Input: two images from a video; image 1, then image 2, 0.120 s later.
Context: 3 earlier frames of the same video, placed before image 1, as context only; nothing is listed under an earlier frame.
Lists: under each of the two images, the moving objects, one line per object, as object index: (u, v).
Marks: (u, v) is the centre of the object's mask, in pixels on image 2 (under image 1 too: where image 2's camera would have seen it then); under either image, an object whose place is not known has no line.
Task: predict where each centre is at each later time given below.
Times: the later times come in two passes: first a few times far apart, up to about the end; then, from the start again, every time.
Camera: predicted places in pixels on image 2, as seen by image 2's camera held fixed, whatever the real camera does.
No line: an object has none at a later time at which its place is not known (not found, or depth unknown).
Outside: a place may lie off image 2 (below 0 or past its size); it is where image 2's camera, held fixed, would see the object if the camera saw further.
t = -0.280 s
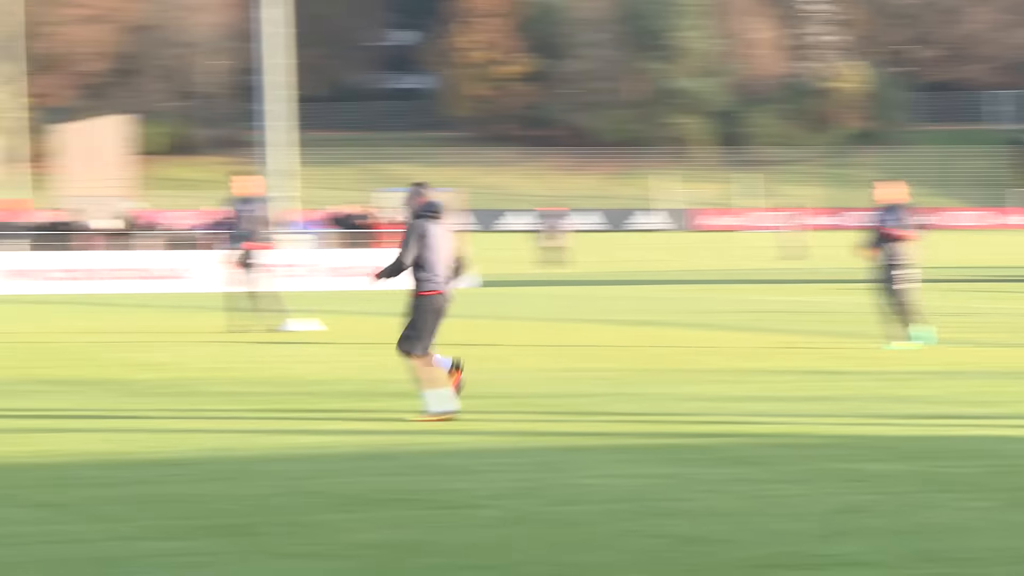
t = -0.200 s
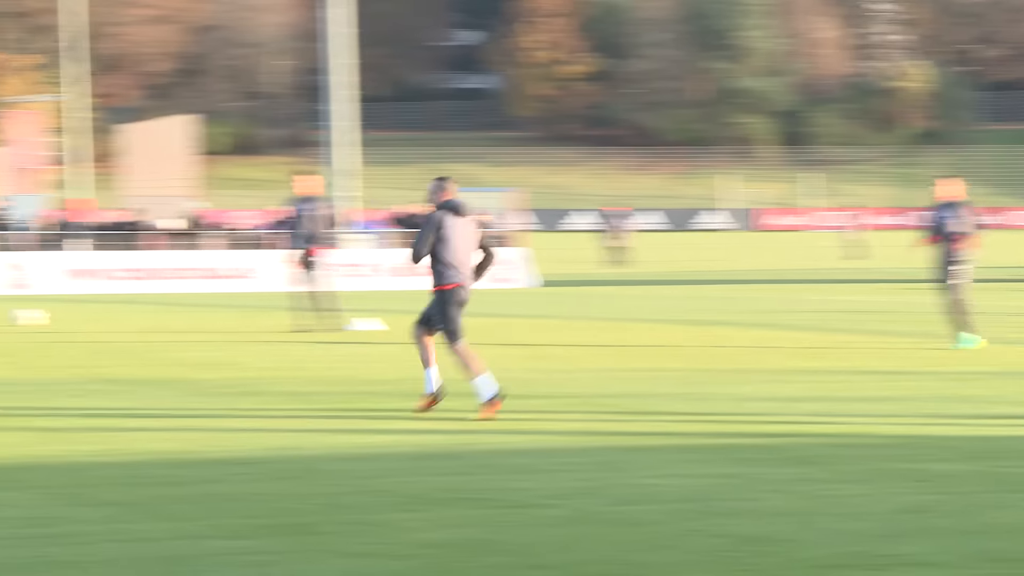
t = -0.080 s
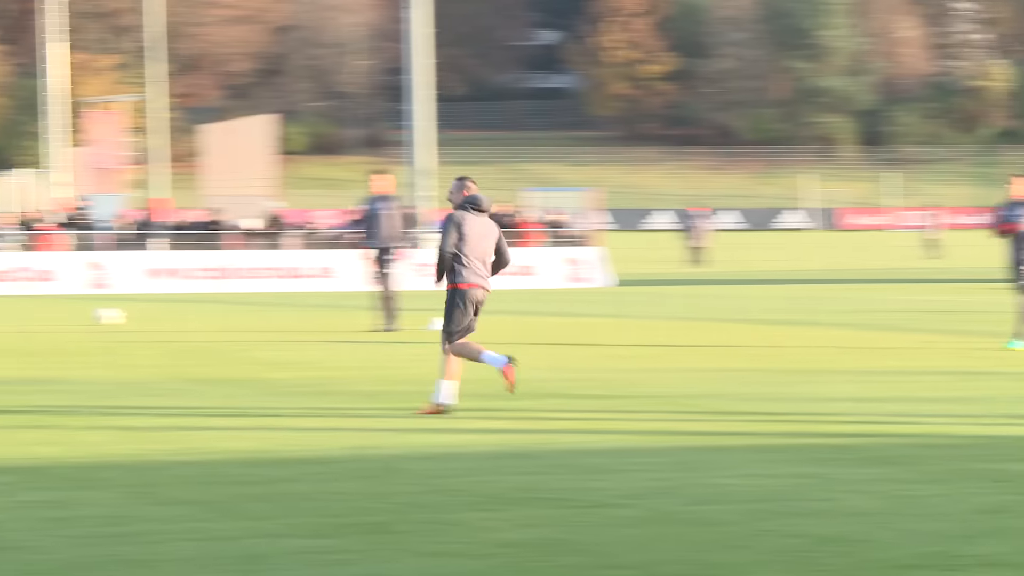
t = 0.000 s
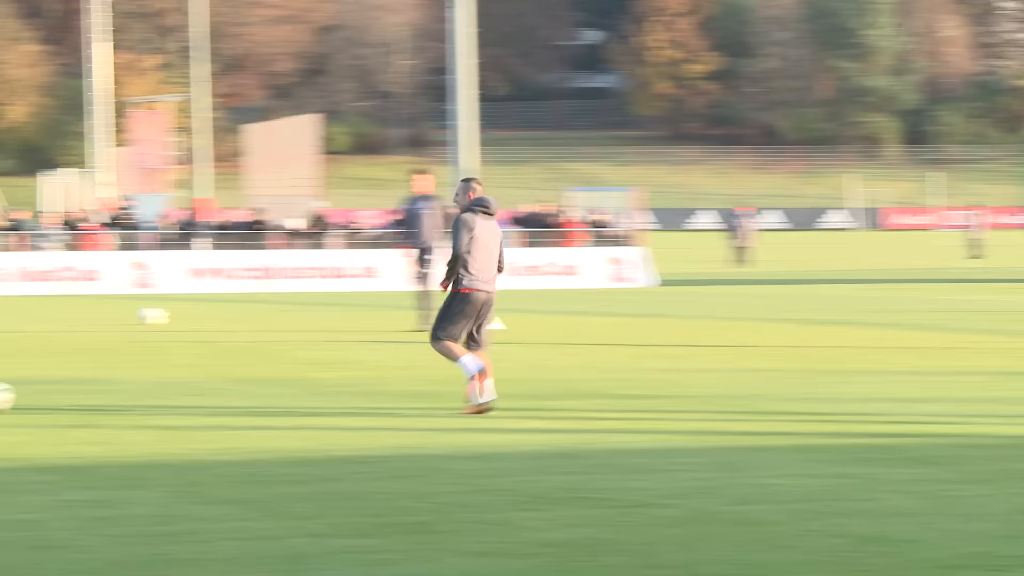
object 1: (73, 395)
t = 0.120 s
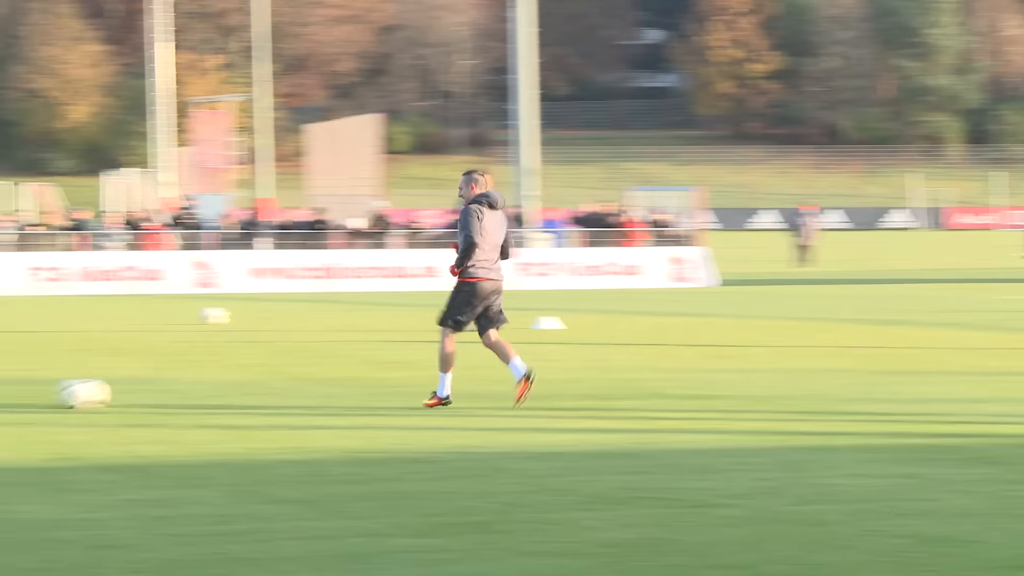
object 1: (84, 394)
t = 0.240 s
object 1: (113, 393)
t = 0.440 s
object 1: (164, 390)
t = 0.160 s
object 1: (94, 393)
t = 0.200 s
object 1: (103, 393)
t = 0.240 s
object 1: (113, 393)
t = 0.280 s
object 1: (123, 393)
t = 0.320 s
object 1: (133, 392)
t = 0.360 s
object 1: (144, 391)
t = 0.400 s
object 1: (155, 391)
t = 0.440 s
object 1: (164, 390)
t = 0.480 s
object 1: (172, 389)
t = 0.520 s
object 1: (181, 389)
